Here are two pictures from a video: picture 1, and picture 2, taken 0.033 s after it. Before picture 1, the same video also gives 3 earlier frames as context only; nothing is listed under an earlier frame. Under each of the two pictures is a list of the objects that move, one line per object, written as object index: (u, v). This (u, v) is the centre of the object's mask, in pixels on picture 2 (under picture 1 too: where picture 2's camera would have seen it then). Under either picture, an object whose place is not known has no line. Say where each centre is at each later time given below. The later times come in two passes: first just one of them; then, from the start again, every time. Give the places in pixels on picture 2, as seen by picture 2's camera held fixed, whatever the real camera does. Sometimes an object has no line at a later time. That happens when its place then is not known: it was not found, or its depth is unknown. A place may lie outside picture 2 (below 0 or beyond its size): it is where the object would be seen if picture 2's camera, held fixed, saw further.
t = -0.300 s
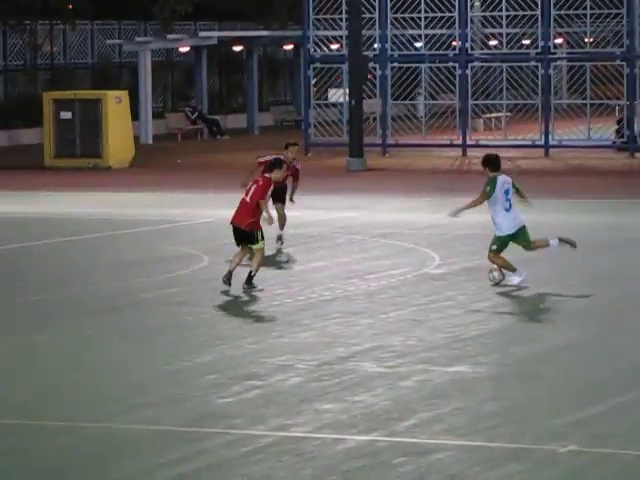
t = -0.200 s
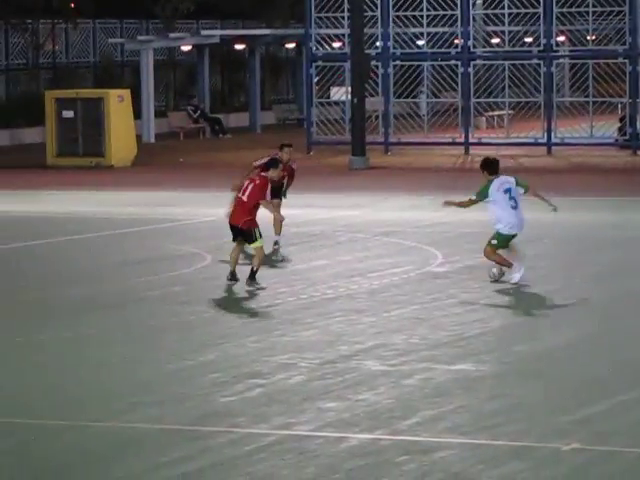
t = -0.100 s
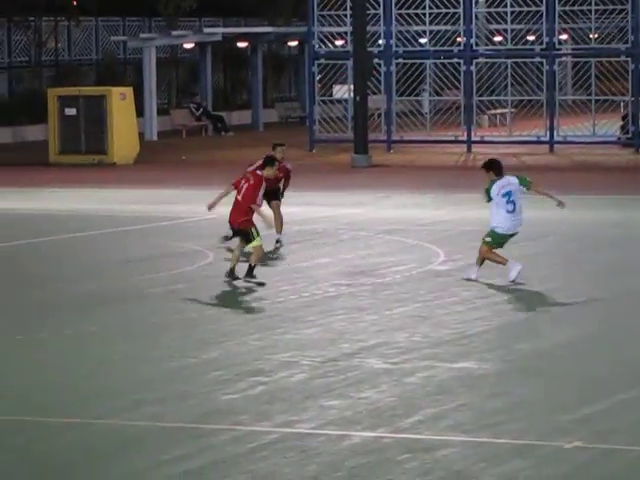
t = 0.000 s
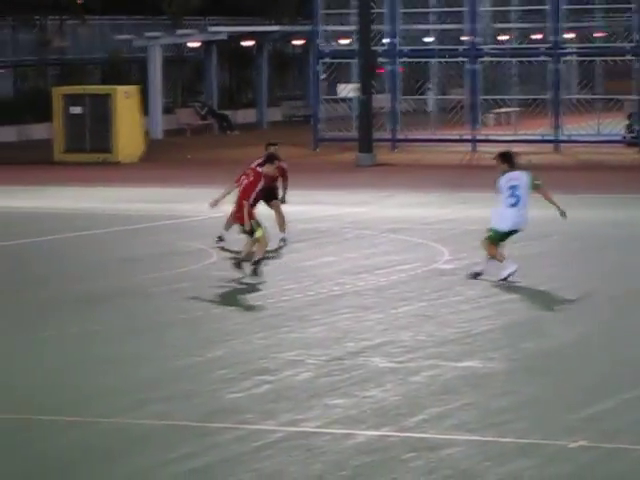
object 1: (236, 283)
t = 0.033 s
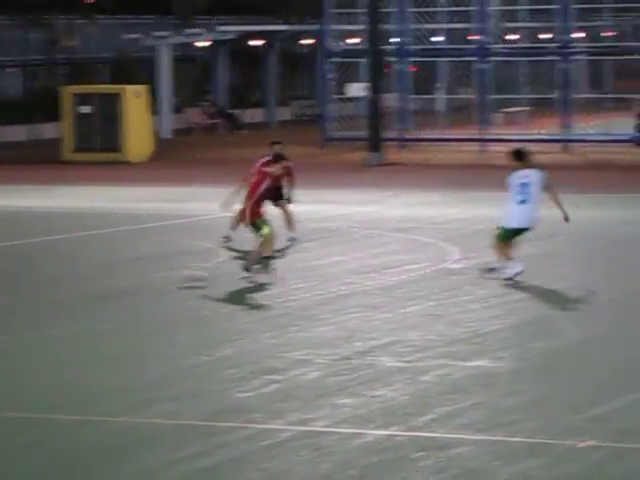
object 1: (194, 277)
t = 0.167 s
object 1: (30, 279)
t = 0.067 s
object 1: (151, 277)
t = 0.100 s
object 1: (109, 278)
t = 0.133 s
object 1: (68, 280)
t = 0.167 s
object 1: (30, 279)
